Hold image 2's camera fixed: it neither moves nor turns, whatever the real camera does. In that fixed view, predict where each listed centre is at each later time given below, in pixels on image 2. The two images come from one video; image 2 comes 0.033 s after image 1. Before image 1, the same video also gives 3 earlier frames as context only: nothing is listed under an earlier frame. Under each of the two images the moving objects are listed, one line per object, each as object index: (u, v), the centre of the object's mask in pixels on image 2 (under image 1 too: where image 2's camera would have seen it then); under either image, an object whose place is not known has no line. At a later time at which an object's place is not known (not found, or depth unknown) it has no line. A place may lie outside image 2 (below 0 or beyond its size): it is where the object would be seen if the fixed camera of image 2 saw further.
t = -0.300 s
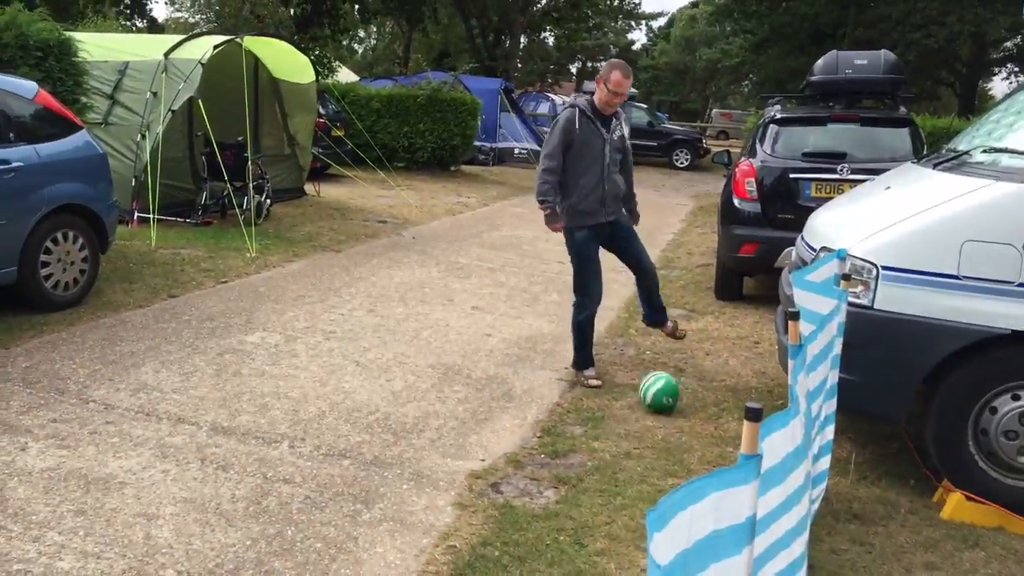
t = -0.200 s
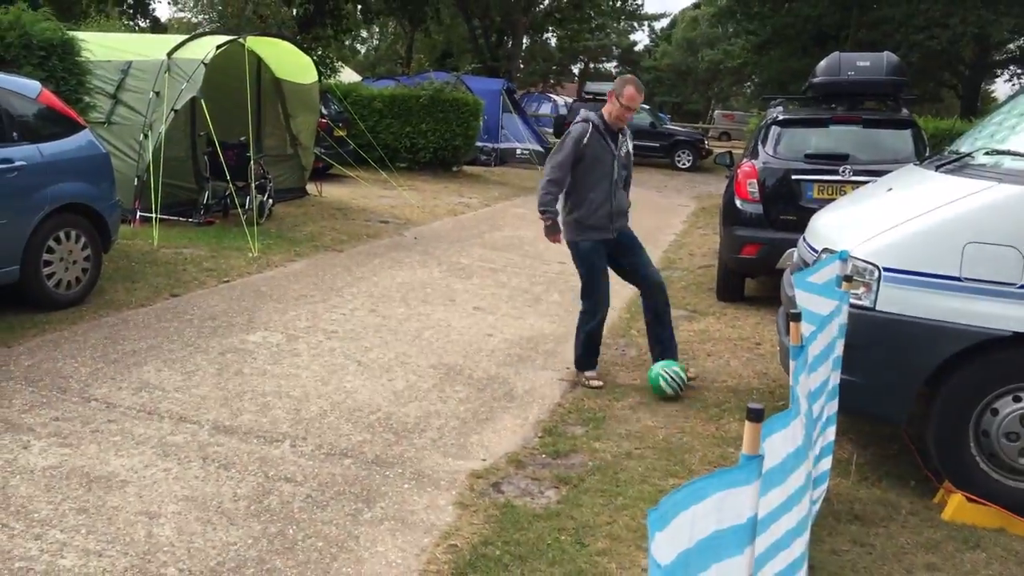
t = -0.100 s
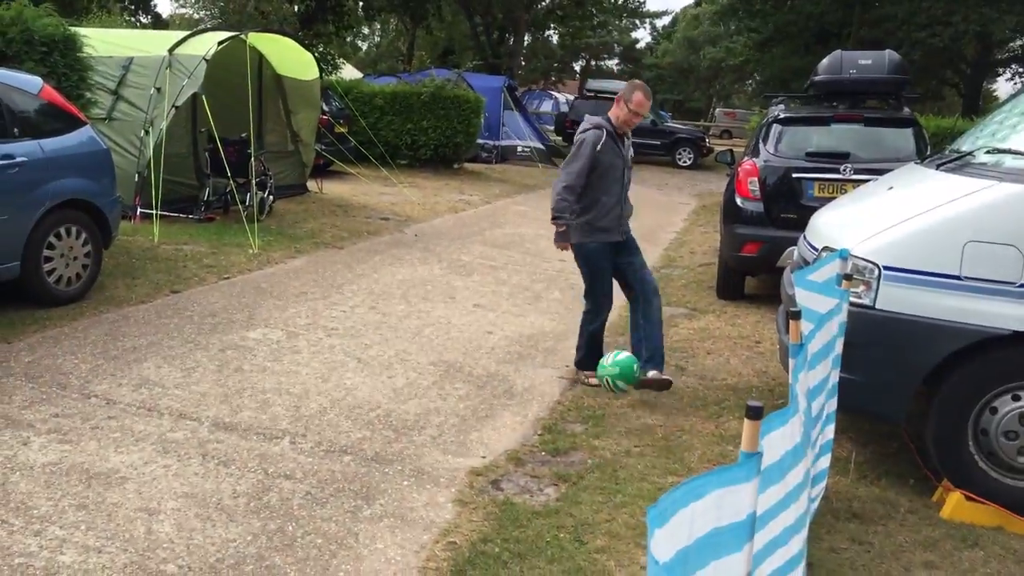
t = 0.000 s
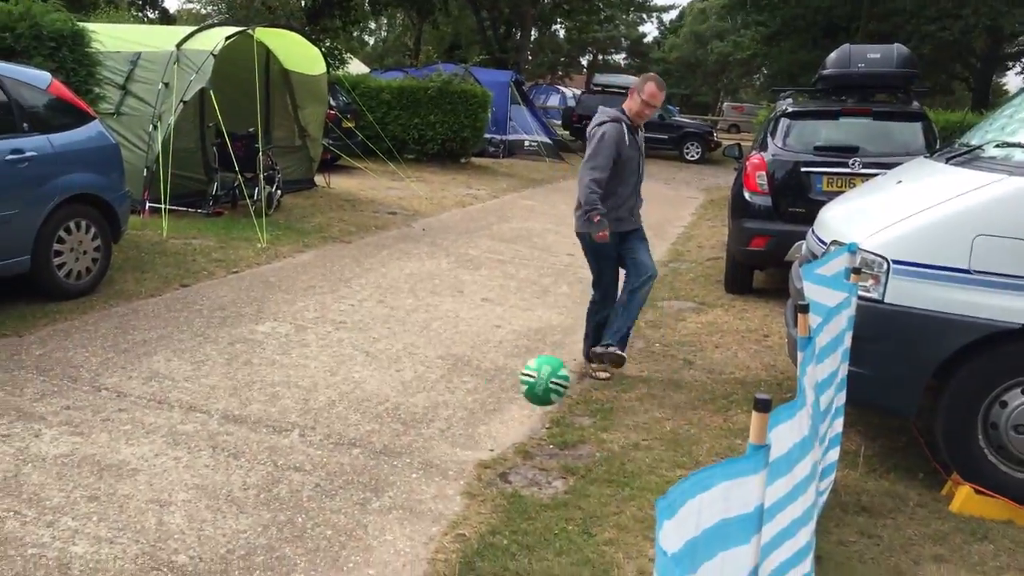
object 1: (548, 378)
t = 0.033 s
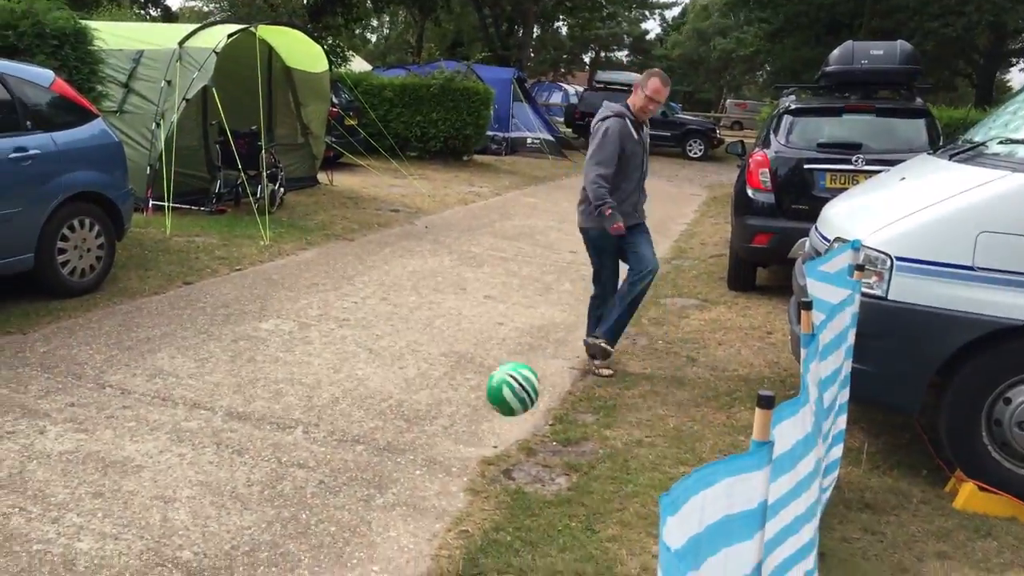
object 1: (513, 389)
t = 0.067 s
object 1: (473, 404)
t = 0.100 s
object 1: (428, 425)
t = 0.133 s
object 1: (375, 452)
